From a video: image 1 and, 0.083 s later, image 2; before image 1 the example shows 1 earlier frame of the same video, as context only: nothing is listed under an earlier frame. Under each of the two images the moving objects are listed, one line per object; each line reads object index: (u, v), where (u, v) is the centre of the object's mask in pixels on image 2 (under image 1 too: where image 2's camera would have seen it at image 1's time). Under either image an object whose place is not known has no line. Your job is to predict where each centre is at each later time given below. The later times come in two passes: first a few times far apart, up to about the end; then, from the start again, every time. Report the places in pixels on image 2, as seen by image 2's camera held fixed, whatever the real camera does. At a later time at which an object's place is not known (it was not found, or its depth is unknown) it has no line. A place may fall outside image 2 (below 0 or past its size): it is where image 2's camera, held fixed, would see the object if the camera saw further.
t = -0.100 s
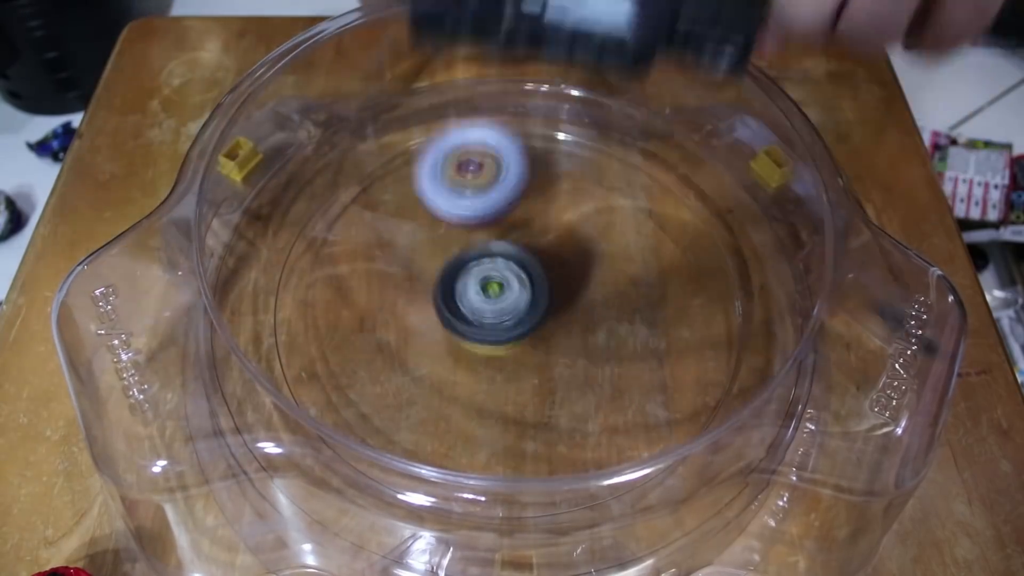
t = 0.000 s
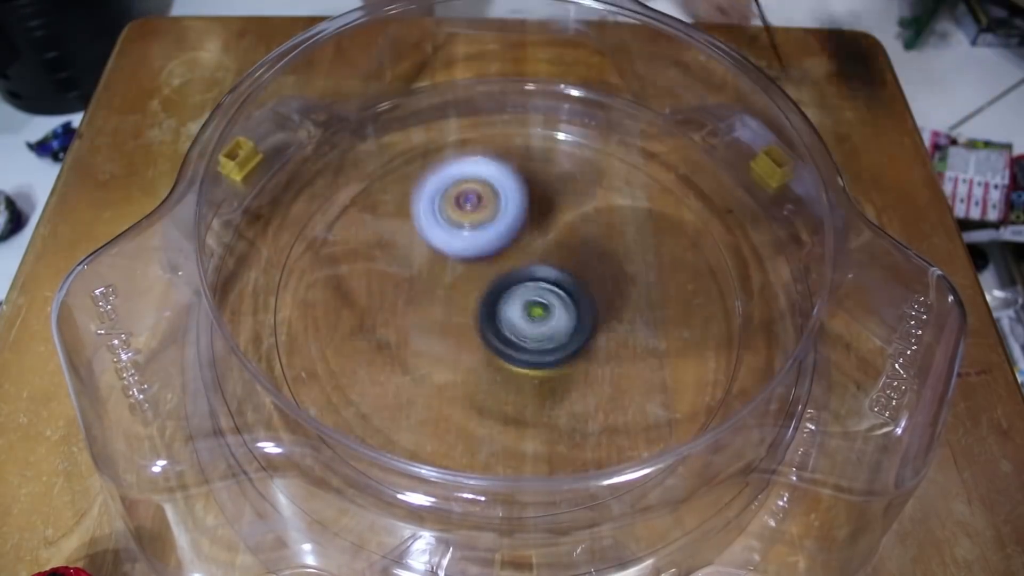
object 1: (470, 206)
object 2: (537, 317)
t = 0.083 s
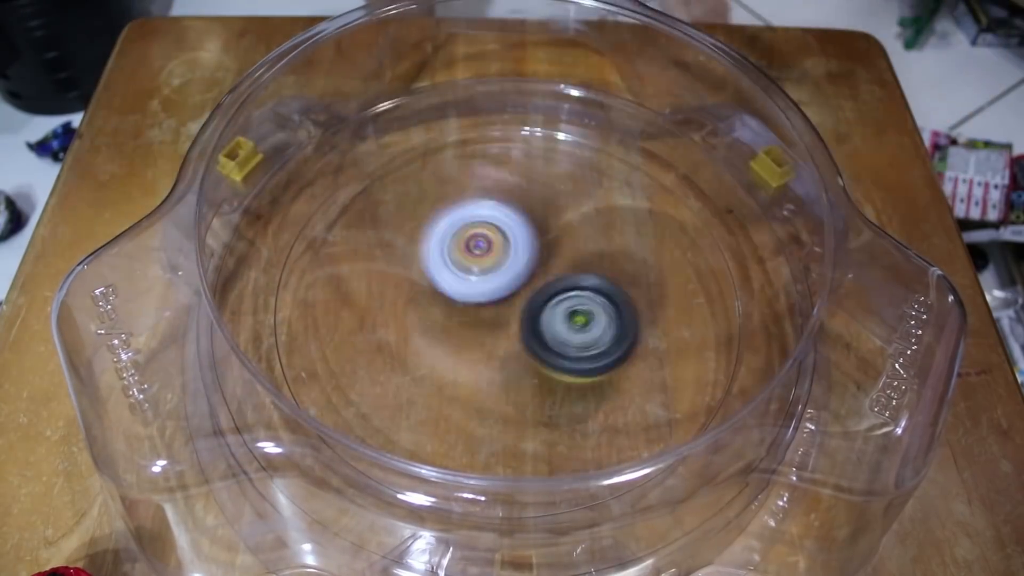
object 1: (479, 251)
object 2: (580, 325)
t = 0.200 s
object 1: (500, 296)
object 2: (622, 294)
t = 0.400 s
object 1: (513, 325)
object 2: (561, 200)
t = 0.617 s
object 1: (479, 298)
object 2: (348, 272)
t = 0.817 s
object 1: (465, 256)
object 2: (395, 475)
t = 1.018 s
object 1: (491, 192)
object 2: (785, 368)
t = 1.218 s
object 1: (468, 176)
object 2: (735, 235)
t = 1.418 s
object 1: (315, 187)
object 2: (748, 212)
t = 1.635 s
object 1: (394, 292)
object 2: (631, 182)
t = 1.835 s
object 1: (566, 343)
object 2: (448, 269)
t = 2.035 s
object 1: (635, 349)
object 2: (473, 495)
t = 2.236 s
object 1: (554, 355)
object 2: (712, 436)
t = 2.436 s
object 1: (443, 351)
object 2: (727, 238)
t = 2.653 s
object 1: (454, 294)
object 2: (425, 116)
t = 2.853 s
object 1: (577, 288)
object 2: (242, 319)
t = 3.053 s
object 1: (646, 347)
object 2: (472, 448)
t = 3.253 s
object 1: (735, 183)
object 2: (553, 511)
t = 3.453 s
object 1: (528, 145)
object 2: (594, 398)
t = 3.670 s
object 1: (336, 216)
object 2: (489, 252)
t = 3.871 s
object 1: (153, 367)
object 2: (483, 210)
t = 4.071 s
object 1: (168, 520)
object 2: (460, 186)
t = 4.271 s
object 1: (173, 423)
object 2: (409, 214)
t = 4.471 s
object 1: (146, 398)
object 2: (484, 275)
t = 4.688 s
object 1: (157, 418)
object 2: (591, 247)
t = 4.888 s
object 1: (157, 417)
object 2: (587, 187)
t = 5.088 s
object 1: (158, 418)
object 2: (526, 196)
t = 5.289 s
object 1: (157, 418)
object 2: (516, 278)
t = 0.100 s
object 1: (481, 254)
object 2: (588, 324)
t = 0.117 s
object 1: (485, 261)
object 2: (595, 326)
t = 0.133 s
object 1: (488, 272)
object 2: (601, 322)
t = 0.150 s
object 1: (491, 281)
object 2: (608, 313)
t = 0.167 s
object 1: (494, 285)
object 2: (614, 307)
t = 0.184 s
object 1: (497, 290)
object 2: (618, 303)
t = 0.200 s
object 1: (500, 296)
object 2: (622, 294)
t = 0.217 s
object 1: (502, 297)
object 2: (624, 287)
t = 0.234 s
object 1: (505, 301)
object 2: (625, 281)
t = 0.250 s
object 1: (507, 308)
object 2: (624, 271)
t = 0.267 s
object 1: (509, 312)
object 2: (622, 263)
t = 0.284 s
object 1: (511, 315)
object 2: (621, 253)
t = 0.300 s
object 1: (512, 317)
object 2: (617, 245)
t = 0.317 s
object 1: (513, 320)
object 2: (613, 236)
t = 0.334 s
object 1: (513, 321)
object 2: (606, 227)
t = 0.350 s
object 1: (514, 323)
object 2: (598, 219)
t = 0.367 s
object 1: (514, 324)
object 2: (588, 212)
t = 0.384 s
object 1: (513, 325)
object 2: (575, 205)
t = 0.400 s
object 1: (513, 325)
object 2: (561, 200)
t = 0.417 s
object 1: (511, 324)
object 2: (547, 196)
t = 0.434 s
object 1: (510, 324)
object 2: (531, 194)
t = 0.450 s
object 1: (507, 323)
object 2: (515, 192)
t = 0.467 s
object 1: (505, 322)
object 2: (498, 193)
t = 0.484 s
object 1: (502, 320)
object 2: (481, 196)
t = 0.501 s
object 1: (499, 318)
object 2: (463, 199)
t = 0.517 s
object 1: (495, 315)
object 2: (445, 205)
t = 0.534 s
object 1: (491, 312)
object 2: (427, 213)
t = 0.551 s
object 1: (487, 308)
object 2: (409, 223)
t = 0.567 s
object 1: (483, 304)
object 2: (394, 234)
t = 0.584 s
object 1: (480, 302)
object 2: (380, 247)
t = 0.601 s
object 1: (479, 300)
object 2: (364, 260)
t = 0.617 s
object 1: (479, 298)
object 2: (348, 272)
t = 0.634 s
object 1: (480, 296)
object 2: (334, 286)
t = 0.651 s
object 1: (480, 294)
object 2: (320, 304)
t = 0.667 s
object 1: (480, 291)
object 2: (310, 322)
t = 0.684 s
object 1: (480, 288)
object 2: (303, 341)
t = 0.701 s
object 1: (480, 285)
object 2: (303, 357)
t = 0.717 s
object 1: (479, 282)
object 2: (297, 381)
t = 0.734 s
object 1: (478, 279)
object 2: (305, 397)
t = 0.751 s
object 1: (475, 275)
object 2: (314, 418)
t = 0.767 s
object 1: (474, 271)
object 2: (327, 437)
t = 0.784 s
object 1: (471, 266)
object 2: (345, 450)
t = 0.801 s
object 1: (468, 262)
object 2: (366, 465)
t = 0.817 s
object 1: (465, 256)
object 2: (395, 475)
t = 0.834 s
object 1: (460, 251)
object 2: (426, 485)
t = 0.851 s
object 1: (457, 245)
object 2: (461, 499)
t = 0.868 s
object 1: (454, 237)
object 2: (497, 502)
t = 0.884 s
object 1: (452, 230)
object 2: (537, 507)
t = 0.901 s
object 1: (453, 224)
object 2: (573, 506)
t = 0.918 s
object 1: (453, 217)
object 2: (611, 501)
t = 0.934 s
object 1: (455, 210)
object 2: (645, 477)
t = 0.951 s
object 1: (459, 204)
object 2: (679, 461)
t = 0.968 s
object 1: (466, 200)
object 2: (710, 443)
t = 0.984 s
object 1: (473, 196)
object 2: (738, 422)
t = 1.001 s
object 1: (481, 193)
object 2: (765, 396)
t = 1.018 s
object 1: (491, 192)
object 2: (785, 368)
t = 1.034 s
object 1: (501, 191)
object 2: (803, 341)
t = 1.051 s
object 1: (512, 191)
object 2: (814, 306)
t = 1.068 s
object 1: (524, 193)
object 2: (805, 285)
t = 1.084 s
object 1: (535, 196)
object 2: (775, 277)
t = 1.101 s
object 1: (548, 200)
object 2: (749, 274)
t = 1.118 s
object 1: (559, 206)
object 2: (720, 269)
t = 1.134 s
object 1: (571, 213)
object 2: (690, 255)
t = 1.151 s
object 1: (566, 212)
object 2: (685, 243)
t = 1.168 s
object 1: (542, 200)
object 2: (699, 236)
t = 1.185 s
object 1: (517, 188)
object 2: (712, 232)
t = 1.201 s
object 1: (493, 180)
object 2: (726, 231)
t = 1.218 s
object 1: (468, 176)
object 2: (735, 235)
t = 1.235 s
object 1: (444, 175)
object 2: (745, 240)
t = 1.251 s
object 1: (421, 173)
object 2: (754, 250)
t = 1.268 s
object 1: (402, 163)
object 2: (760, 261)
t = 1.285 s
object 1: (382, 157)
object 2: (764, 251)
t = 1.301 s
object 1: (364, 155)
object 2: (766, 239)
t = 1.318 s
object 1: (345, 154)
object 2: (767, 231)
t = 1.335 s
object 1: (335, 154)
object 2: (766, 225)
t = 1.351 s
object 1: (330, 153)
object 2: (764, 223)
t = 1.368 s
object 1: (325, 156)
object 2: (762, 224)
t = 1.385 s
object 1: (321, 162)
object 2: (757, 227)
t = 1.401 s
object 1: (316, 174)
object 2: (752, 224)
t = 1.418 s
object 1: (315, 187)
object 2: (748, 212)
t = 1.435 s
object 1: (313, 191)
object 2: (743, 201)
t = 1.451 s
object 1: (314, 194)
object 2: (736, 194)
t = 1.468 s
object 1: (316, 202)
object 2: (729, 191)
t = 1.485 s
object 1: (317, 212)
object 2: (721, 190)
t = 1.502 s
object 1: (322, 226)
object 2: (714, 189)
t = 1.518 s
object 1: (326, 234)
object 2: (706, 183)
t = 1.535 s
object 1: (332, 241)
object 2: (698, 179)
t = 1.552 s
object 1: (341, 253)
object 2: (689, 180)
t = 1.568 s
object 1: (350, 260)
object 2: (679, 183)
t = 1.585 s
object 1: (360, 269)
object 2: (668, 189)
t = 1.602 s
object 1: (370, 277)
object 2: (656, 184)
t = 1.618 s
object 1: (382, 284)
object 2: (643, 181)
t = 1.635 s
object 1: (394, 292)
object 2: (631, 182)
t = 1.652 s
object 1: (407, 297)
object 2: (617, 185)
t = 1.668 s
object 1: (420, 306)
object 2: (602, 185)
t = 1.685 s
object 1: (435, 309)
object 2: (587, 187)
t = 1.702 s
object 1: (449, 316)
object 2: (572, 191)
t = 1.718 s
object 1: (464, 321)
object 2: (555, 196)
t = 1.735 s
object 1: (480, 325)
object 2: (538, 202)
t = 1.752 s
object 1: (495, 330)
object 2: (521, 210)
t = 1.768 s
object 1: (510, 332)
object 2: (506, 220)
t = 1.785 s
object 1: (524, 336)
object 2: (491, 230)
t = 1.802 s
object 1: (539, 339)
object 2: (477, 242)
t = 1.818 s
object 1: (552, 341)
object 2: (461, 256)
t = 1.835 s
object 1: (566, 343)
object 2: (448, 269)
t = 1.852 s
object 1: (578, 345)
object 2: (436, 285)
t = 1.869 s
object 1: (590, 345)
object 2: (426, 302)
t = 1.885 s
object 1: (599, 346)
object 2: (417, 322)
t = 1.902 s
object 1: (608, 347)
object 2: (411, 342)
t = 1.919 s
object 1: (616, 348)
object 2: (405, 365)
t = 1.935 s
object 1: (622, 347)
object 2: (403, 390)
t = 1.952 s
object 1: (628, 348)
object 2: (408, 409)
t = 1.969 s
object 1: (631, 348)
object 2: (417, 425)
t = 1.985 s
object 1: (634, 349)
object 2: (421, 462)
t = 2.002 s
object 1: (636, 348)
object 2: (434, 474)
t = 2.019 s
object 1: (636, 349)
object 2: (456, 485)
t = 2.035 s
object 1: (635, 349)
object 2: (473, 495)
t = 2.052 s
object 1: (633, 349)
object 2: (495, 510)
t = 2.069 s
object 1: (631, 350)
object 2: (517, 513)
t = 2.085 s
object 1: (626, 350)
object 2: (538, 510)
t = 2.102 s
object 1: (621, 352)
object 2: (559, 506)
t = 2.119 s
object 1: (614, 351)
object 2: (580, 505)
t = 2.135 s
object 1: (608, 351)
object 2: (600, 501)
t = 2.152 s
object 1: (601, 352)
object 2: (620, 484)
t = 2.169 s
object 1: (592, 353)
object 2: (641, 477)
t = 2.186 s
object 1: (583, 354)
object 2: (657, 469)
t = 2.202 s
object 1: (574, 354)
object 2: (678, 457)
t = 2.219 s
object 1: (565, 353)
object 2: (698, 448)
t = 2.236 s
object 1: (554, 355)
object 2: (712, 436)
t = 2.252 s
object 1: (545, 353)
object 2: (725, 424)
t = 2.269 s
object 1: (533, 353)
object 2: (736, 409)
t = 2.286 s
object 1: (524, 353)
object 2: (746, 393)
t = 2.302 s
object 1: (514, 352)
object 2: (752, 375)
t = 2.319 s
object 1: (503, 352)
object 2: (756, 359)
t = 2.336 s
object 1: (494, 350)
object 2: (756, 340)
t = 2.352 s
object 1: (484, 350)
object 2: (753, 322)
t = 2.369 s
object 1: (475, 349)
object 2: (755, 307)
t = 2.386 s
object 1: (467, 349)
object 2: (752, 290)
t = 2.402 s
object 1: (458, 349)
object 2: (746, 272)
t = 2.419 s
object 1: (451, 350)
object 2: (738, 254)
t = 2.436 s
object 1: (443, 351)
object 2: (727, 238)
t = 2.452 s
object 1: (436, 351)
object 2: (714, 222)
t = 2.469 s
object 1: (430, 351)
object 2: (697, 204)
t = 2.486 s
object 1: (424, 349)
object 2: (680, 189)
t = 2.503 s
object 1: (421, 346)
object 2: (661, 174)
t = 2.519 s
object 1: (419, 341)
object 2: (638, 160)
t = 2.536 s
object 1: (418, 335)
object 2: (616, 149)
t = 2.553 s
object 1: (419, 329)
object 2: (593, 138)
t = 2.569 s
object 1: (422, 323)
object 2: (568, 131)
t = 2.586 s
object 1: (426, 316)
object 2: (538, 123)
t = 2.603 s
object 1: (432, 310)
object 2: (512, 117)
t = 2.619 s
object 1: (439, 304)
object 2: (482, 115)
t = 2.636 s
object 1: (446, 299)
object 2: (455, 116)
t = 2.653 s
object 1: (454, 294)
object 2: (425, 116)
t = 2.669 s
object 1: (463, 290)
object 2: (397, 121)
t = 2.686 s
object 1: (472, 287)
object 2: (368, 130)
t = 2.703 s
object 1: (482, 284)
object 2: (339, 141)
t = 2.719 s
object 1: (492, 282)
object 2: (316, 151)
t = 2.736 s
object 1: (502, 281)
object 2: (291, 168)
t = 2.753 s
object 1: (513, 280)
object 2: (277, 186)
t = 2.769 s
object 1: (524, 280)
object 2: (264, 209)
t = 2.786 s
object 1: (534, 280)
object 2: (256, 229)
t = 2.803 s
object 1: (545, 281)
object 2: (254, 250)
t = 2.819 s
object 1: (556, 283)
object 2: (248, 273)
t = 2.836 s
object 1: (566, 286)
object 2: (254, 293)
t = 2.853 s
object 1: (577, 288)
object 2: (242, 319)
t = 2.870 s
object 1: (587, 291)
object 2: (245, 344)
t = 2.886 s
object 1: (596, 295)
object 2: (248, 372)
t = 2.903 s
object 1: (605, 298)
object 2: (258, 396)
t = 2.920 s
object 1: (613, 302)
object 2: (269, 418)
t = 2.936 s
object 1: (621, 307)
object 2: (283, 442)
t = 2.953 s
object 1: (626, 312)
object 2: (297, 470)
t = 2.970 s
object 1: (631, 316)
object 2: (335, 455)
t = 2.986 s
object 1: (636, 322)
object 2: (358, 456)
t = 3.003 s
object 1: (641, 328)
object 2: (385, 458)
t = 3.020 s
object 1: (643, 334)
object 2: (412, 460)
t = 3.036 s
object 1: (645, 340)
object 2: (443, 457)
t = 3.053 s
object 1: (646, 347)
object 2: (472, 448)
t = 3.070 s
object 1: (645, 353)
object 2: (506, 437)
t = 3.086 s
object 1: (644, 360)
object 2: (535, 435)
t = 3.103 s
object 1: (645, 362)
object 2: (553, 432)
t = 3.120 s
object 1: (666, 341)
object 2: (552, 458)
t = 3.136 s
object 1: (688, 318)
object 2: (550, 474)
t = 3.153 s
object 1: (708, 295)
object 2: (549, 483)
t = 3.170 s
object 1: (724, 271)
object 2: (548, 491)
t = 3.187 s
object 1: (738, 249)
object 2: (547, 502)
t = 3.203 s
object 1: (747, 228)
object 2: (546, 514)
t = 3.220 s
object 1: (750, 208)
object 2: (548, 518)
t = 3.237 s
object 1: (748, 192)
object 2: (551, 515)
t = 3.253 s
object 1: (735, 183)
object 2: (553, 511)
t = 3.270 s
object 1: (721, 179)
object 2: (557, 504)
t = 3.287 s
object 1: (704, 172)
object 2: (559, 498)
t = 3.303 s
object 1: (689, 163)
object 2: (564, 491)
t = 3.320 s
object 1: (673, 157)
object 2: (568, 482)
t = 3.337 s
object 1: (656, 155)
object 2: (571, 473)
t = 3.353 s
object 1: (637, 155)
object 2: (575, 466)
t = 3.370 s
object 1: (620, 151)
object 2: (578, 453)
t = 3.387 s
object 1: (603, 146)
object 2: (579, 435)
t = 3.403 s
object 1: (584, 146)
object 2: (582, 430)
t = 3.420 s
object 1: (565, 148)
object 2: (588, 422)
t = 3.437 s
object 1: (546, 147)
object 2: (592, 410)
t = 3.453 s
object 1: (528, 145)
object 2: (594, 398)
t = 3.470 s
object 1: (509, 148)
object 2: (595, 385)
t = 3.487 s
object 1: (492, 153)
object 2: (595, 372)
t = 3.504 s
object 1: (474, 156)
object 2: (593, 357)
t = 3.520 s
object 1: (458, 157)
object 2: (588, 345)
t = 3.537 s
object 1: (442, 160)
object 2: (582, 331)
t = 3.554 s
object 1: (424, 168)
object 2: (574, 319)
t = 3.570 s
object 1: (408, 175)
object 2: (565, 307)
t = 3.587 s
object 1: (394, 178)
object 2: (555, 295)
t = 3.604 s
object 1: (380, 186)
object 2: (543, 285)
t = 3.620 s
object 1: (366, 195)
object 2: (530, 275)
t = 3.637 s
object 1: (356, 199)
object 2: (517, 266)
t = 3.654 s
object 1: (345, 207)
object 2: (503, 258)
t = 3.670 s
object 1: (336, 216)
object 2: (489, 252)
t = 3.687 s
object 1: (331, 224)
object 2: (474, 246)
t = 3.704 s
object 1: (326, 233)
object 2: (457, 241)
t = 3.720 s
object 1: (323, 243)
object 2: (443, 238)
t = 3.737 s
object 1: (317, 253)
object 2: (432, 236)
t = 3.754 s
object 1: (294, 264)
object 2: (439, 230)
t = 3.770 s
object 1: (267, 277)
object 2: (448, 225)
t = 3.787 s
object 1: (238, 288)
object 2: (457, 223)
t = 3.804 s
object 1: (218, 297)
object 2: (464, 218)
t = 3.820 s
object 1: (200, 310)
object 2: (471, 216)
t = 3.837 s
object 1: (185, 326)
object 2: (476, 212)
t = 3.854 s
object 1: (174, 343)
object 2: (480, 210)
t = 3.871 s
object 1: (153, 367)
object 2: (483, 210)
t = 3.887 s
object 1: (156, 386)
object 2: (485, 207)
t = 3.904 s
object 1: (166, 401)
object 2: (486, 207)
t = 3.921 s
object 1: (161, 416)
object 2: (486, 204)
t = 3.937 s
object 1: (165, 424)
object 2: (485, 202)
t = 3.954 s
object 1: (171, 438)
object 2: (483, 200)
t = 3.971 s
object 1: (167, 447)
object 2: (481, 198)
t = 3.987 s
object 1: (171, 460)
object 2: (478, 195)
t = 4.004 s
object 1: (179, 472)
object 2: (475, 193)
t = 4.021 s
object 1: (178, 492)
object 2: (472, 191)
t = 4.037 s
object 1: (174, 511)
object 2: (468, 188)
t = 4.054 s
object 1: (169, 520)
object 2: (464, 187)
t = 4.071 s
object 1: (168, 520)
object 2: (460, 186)
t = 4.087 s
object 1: (181, 507)
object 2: (454, 185)
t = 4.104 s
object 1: (192, 498)
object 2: (448, 184)
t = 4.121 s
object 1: (183, 505)
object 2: (442, 184)
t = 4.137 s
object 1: (174, 513)
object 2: (436, 185)
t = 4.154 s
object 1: (185, 515)
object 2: (430, 186)
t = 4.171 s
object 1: (185, 495)
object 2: (425, 188)
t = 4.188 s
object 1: (179, 474)
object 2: (421, 190)
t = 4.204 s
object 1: (179, 456)
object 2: (416, 194)
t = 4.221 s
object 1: (171, 447)
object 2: (413, 198)
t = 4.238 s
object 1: (170, 440)
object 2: (411, 203)
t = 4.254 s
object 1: (174, 429)
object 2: (409, 208)
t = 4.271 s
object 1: (173, 423)
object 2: (409, 214)
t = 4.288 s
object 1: (172, 424)
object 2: (409, 219)
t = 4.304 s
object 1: (175, 420)
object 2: (411, 225)
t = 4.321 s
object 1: (167, 419)
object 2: (414, 231)
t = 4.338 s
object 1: (158, 423)
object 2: (418, 237)
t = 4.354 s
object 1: (149, 429)
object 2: (424, 243)
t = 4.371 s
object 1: (146, 433)
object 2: (430, 248)
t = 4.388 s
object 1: (142, 425)
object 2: (437, 254)
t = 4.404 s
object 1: (141, 411)
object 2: (445, 259)
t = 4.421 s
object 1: (143, 406)
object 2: (455, 264)
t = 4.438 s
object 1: (137, 402)
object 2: (465, 268)
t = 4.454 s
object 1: (141, 402)
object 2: (474, 272)
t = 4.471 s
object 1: (146, 398)
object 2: (484, 275)
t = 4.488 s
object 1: (153, 397)
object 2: (494, 277)
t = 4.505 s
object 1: (156, 395)
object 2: (503, 279)
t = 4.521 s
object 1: (154, 398)
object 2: (514, 279)
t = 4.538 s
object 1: (154, 400)
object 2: (524, 279)
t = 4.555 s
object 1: (155, 405)
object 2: (533, 278)
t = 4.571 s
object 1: (151, 410)
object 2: (542, 276)
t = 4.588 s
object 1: (157, 413)
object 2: (551, 274)
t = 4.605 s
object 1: (157, 417)
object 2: (560, 270)
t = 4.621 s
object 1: (158, 419)
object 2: (568, 266)
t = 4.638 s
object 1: (158, 419)
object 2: (574, 263)
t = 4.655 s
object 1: (158, 419)
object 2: (580, 258)
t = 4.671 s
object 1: (155, 418)
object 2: (586, 253)
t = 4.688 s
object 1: (157, 418)
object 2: (591, 247)
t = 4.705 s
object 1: (157, 417)
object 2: (594, 241)
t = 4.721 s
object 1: (156, 414)
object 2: (596, 235)
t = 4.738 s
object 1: (155, 414)
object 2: (598, 229)
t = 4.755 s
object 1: (155, 413)
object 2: (600, 223)
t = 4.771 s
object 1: (155, 413)
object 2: (600, 217)
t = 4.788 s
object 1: (156, 414)
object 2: (600, 211)
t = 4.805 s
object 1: (156, 415)
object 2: (599, 206)
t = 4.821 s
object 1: (156, 415)
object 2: (598, 202)
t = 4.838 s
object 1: (157, 416)
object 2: (596, 197)
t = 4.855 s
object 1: (157, 417)
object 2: (593, 193)
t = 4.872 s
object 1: (157, 417)
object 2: (590, 190)
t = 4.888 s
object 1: (157, 417)
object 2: (587, 187)
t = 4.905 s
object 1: (157, 417)
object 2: (583, 184)
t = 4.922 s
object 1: (157, 417)
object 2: (578, 182)
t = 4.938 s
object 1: (157, 417)
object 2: (573, 181)
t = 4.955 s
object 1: (157, 417)
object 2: (568, 180)
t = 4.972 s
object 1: (157, 417)
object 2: (562, 180)
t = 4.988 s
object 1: (157, 417)
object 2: (557, 180)
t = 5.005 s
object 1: (157, 418)
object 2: (551, 181)
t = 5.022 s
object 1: (157, 418)
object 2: (546, 183)
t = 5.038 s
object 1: (157, 418)
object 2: (541, 186)
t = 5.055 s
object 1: (157, 418)
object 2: (536, 188)
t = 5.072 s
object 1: (158, 418)
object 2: (531, 192)
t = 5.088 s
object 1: (158, 418)
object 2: (526, 196)
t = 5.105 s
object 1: (157, 418)
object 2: (522, 202)
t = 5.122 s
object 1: (157, 418)
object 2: (519, 207)
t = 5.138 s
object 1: (157, 417)
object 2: (515, 213)
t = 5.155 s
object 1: (157, 417)
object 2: (512, 219)
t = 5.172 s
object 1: (157, 418)
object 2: (510, 226)
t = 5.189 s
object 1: (157, 418)
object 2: (509, 232)
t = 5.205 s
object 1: (157, 418)
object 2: (508, 240)
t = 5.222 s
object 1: (157, 418)
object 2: (508, 248)
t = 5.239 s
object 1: (157, 418)
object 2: (508, 255)
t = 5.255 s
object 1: (157, 418)
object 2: (510, 263)
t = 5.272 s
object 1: (157, 418)
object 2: (513, 270)
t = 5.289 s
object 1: (157, 418)
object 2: (516, 278)
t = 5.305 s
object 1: (157, 418)
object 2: (521, 285)
